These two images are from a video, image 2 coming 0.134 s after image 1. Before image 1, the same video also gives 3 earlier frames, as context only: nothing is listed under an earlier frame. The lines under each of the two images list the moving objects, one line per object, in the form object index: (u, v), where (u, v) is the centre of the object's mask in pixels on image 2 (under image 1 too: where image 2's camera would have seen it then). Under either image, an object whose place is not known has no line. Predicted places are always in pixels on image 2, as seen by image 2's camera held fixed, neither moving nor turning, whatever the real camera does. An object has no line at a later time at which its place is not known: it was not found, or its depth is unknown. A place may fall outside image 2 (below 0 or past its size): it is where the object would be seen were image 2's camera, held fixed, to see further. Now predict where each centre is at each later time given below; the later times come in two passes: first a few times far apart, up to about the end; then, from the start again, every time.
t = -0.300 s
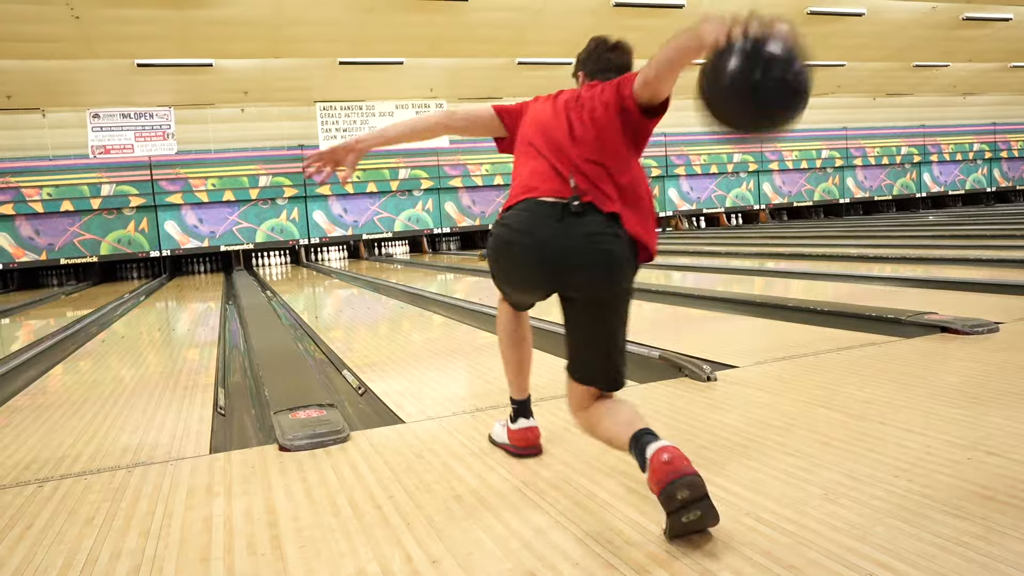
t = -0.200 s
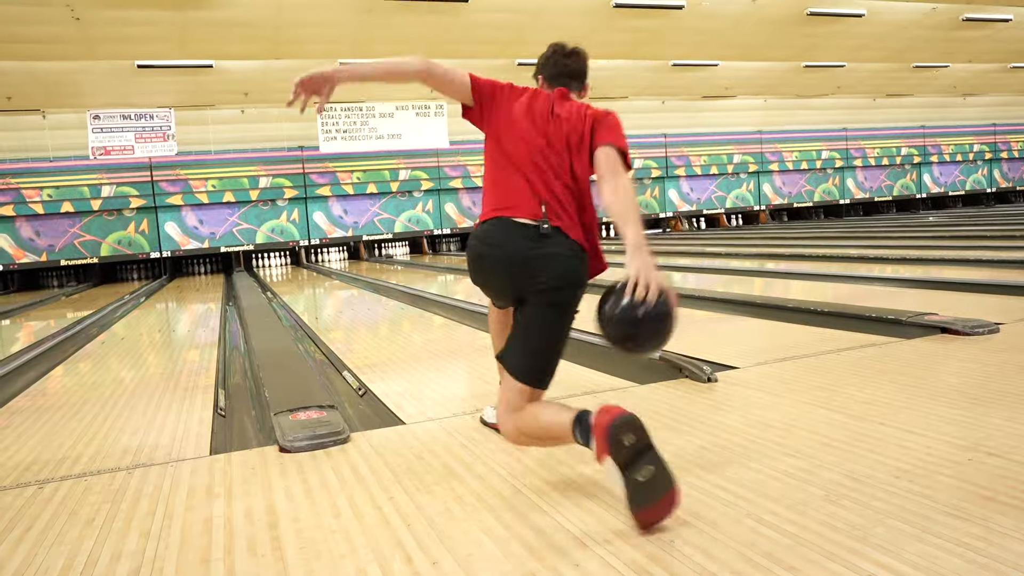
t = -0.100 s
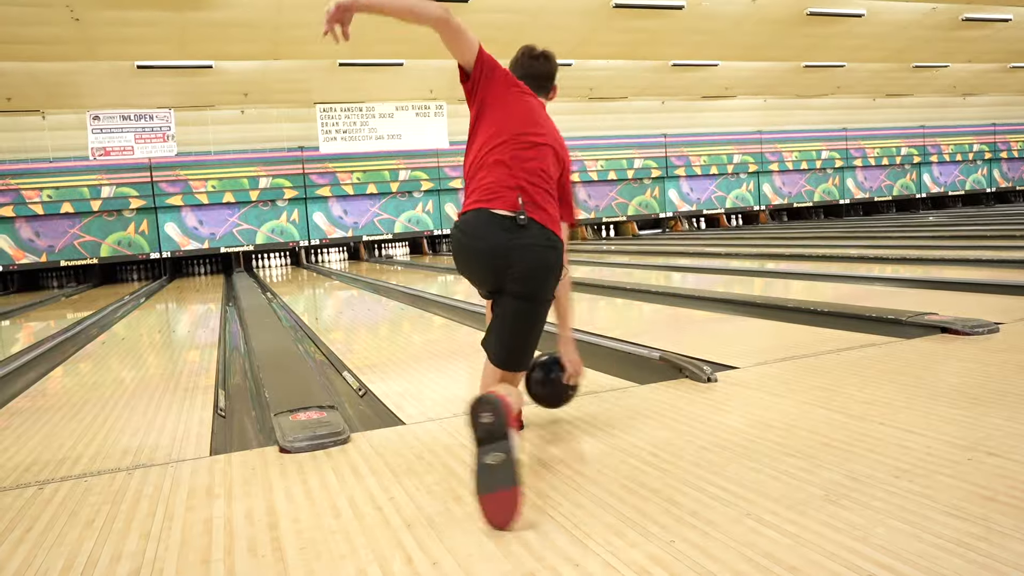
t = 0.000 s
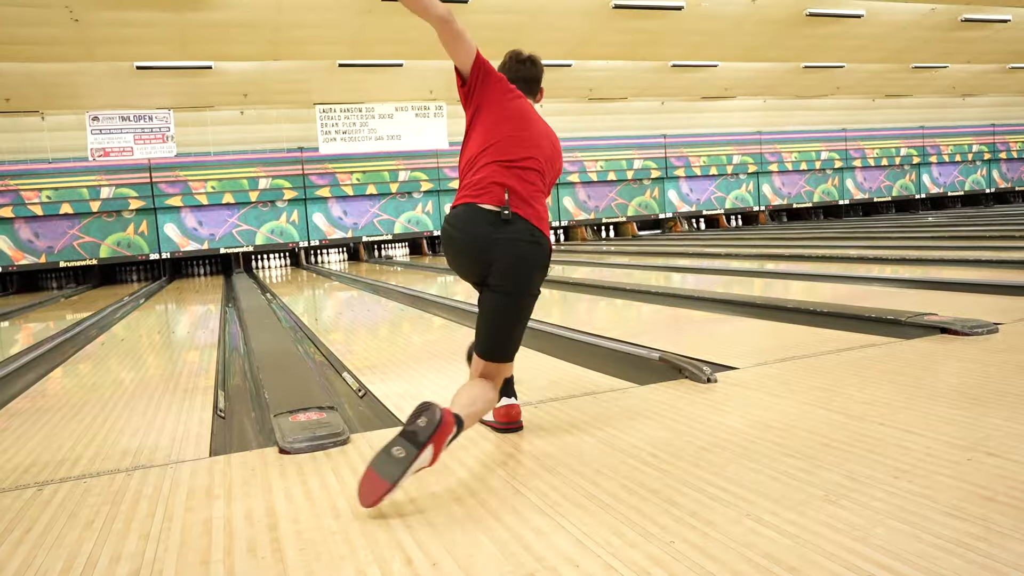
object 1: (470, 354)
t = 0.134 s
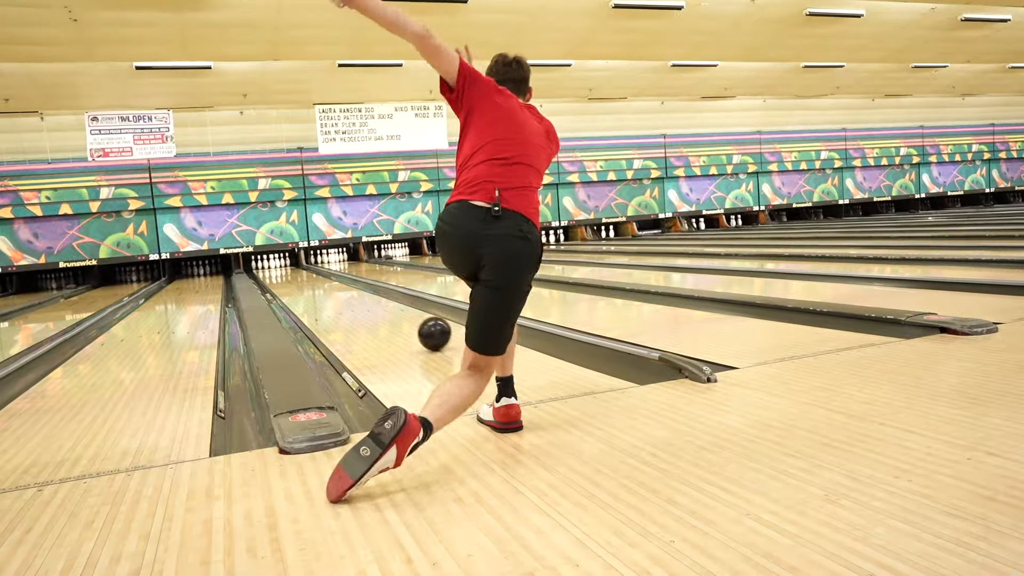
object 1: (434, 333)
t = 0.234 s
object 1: (408, 320)
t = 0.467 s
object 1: (368, 299)
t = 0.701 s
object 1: (345, 288)
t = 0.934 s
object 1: (329, 281)
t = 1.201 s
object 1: (315, 274)
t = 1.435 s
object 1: (305, 270)
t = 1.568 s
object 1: (300, 268)
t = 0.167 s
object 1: (424, 328)
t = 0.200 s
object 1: (416, 324)
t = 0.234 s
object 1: (408, 320)
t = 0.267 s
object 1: (400, 316)
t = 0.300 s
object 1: (394, 312)
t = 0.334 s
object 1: (388, 309)
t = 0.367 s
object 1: (382, 307)
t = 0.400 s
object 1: (377, 304)
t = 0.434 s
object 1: (373, 301)
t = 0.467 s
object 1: (368, 299)
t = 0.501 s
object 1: (364, 297)
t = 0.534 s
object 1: (360, 295)
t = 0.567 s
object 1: (357, 294)
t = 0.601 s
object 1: (354, 292)
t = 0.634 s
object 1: (351, 291)
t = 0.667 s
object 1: (347, 289)
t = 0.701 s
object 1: (345, 288)
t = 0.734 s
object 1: (342, 287)
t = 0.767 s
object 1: (340, 285)
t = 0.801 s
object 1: (337, 284)
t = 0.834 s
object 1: (335, 283)
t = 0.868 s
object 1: (333, 282)
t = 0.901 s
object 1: (331, 281)
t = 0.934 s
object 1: (329, 281)
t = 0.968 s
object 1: (327, 280)
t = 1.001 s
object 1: (325, 279)
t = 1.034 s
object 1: (323, 278)
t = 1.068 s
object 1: (322, 277)
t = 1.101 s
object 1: (320, 277)
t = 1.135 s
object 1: (318, 276)
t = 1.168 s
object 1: (317, 275)
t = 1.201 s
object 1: (315, 274)
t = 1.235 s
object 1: (314, 274)
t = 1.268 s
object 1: (312, 273)
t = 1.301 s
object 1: (311, 273)
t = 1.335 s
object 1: (310, 272)
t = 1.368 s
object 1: (308, 271)
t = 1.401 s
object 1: (307, 271)
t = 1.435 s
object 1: (305, 270)
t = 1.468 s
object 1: (305, 270)
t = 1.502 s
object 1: (303, 270)
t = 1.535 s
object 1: (302, 269)
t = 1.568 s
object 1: (300, 268)
